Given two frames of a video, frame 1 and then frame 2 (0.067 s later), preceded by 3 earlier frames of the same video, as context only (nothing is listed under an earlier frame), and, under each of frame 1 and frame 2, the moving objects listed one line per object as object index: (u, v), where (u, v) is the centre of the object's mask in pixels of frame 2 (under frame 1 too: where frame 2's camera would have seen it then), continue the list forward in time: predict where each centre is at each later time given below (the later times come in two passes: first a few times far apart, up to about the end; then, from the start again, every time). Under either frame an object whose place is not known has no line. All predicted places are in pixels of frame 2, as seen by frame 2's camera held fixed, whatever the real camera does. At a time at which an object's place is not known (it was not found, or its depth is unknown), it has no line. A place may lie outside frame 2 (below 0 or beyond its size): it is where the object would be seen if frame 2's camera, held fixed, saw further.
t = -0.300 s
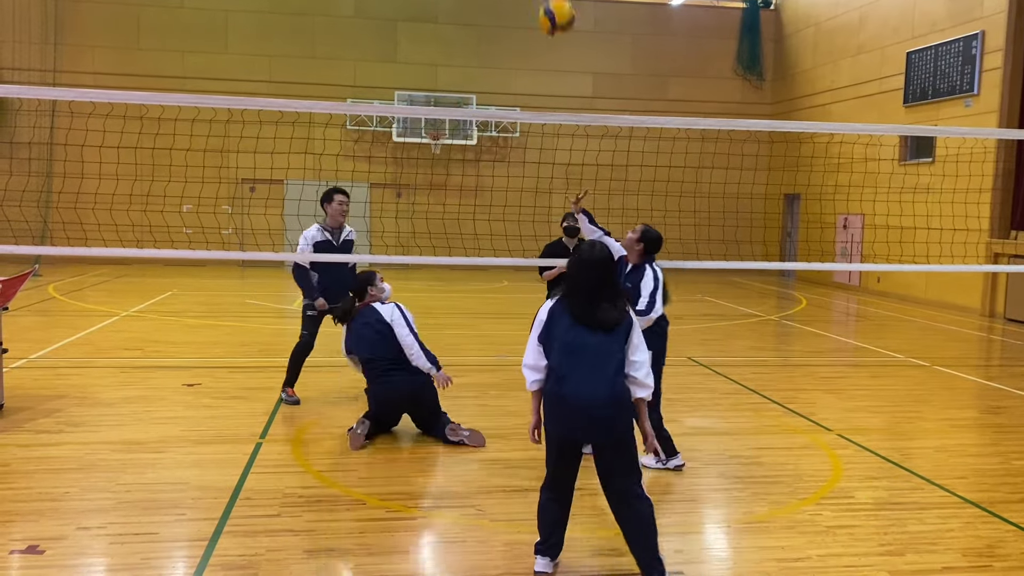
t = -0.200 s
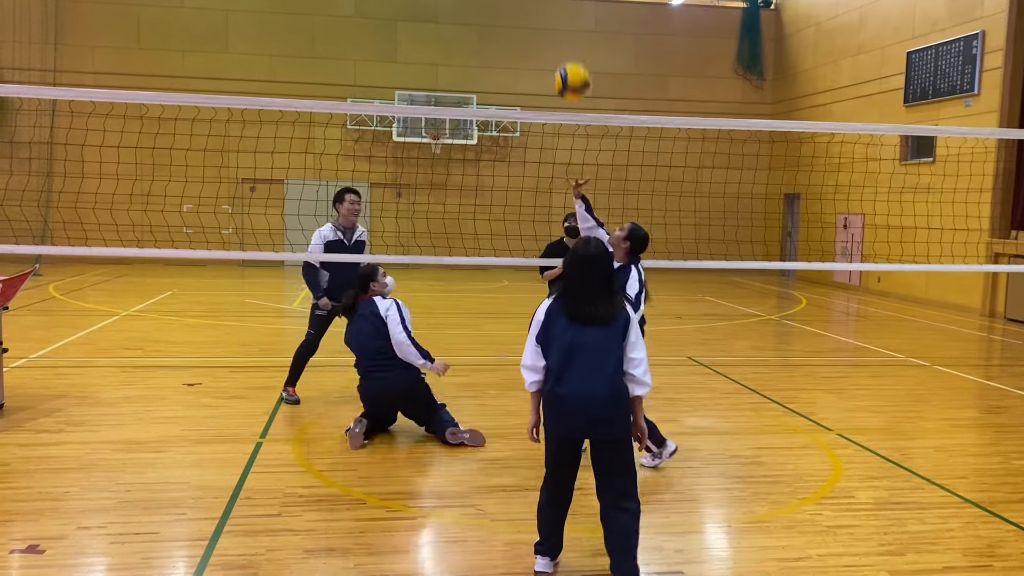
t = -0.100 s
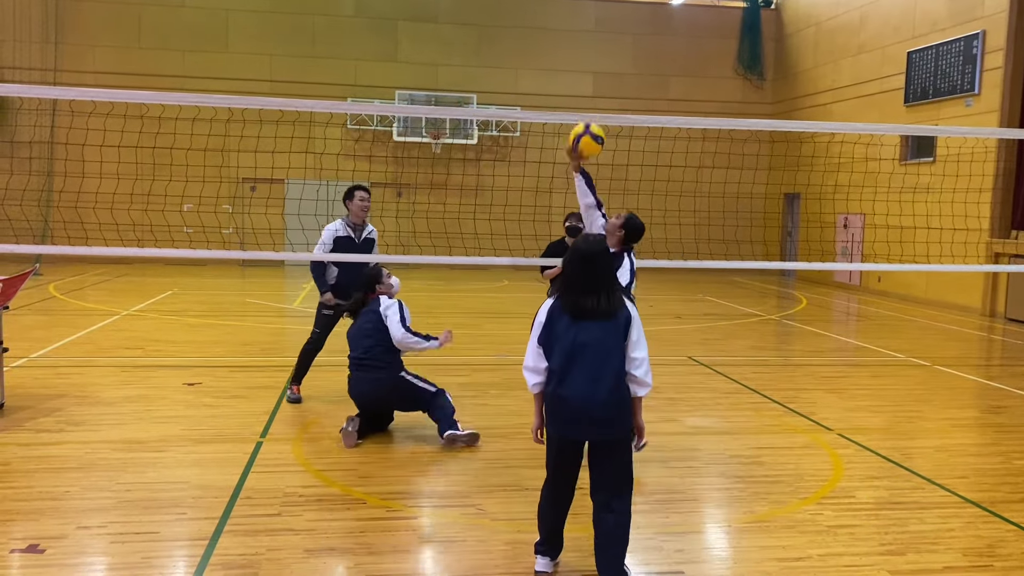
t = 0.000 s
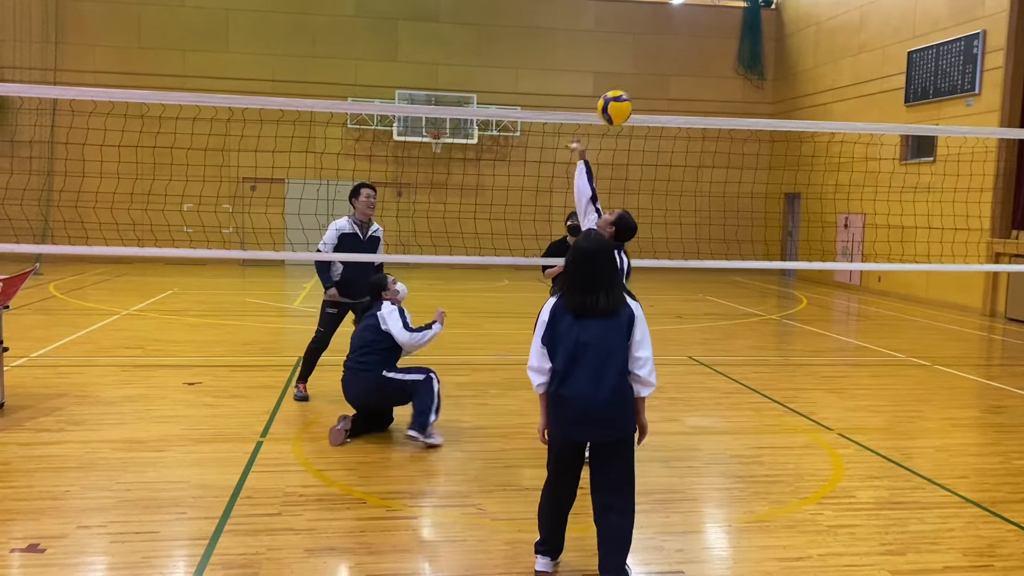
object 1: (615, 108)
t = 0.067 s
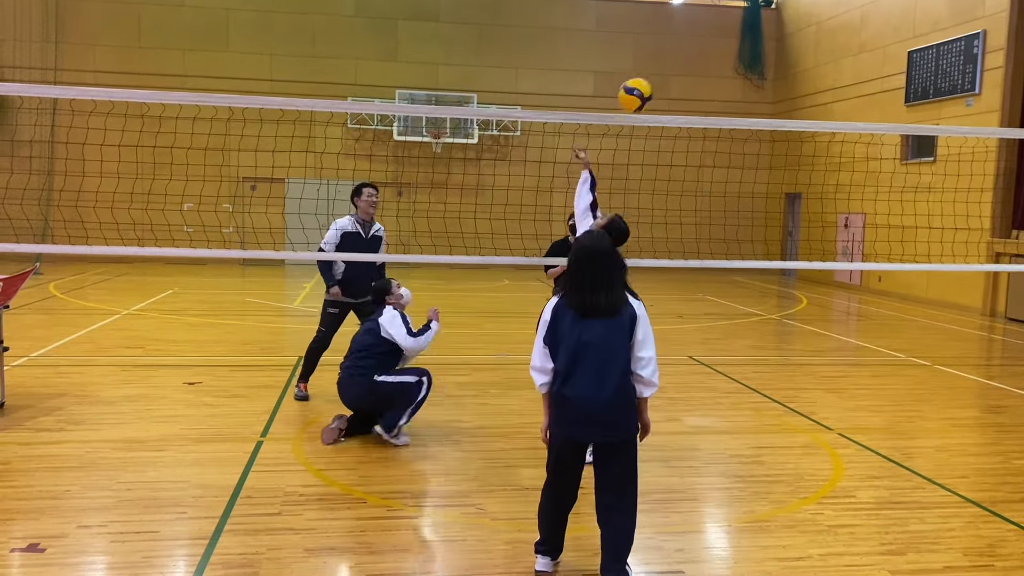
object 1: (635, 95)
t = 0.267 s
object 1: (689, 101)
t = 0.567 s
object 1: (750, 148)
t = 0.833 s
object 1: (797, 289)
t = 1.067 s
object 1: (838, 409)
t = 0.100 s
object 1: (645, 92)
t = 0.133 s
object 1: (654, 89)
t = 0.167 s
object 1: (664, 91)
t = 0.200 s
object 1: (673, 93)
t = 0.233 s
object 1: (681, 95)
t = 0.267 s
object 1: (689, 101)
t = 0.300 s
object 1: (696, 107)
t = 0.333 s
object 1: (703, 109)
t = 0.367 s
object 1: (710, 110)
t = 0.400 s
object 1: (717, 112)
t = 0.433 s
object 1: (723, 115)
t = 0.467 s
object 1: (731, 121)
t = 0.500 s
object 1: (738, 128)
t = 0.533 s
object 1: (745, 138)
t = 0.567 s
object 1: (750, 148)
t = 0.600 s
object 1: (757, 161)
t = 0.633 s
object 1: (762, 174)
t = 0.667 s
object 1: (769, 189)
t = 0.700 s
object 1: (775, 206)
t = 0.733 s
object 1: (781, 226)
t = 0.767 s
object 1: (785, 245)
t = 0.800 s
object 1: (791, 267)
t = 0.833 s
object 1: (797, 289)
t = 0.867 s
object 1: (802, 316)
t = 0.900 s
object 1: (808, 343)
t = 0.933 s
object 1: (812, 372)
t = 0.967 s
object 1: (817, 403)
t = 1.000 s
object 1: (820, 432)
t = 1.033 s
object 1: (828, 430)
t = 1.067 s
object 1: (838, 409)
